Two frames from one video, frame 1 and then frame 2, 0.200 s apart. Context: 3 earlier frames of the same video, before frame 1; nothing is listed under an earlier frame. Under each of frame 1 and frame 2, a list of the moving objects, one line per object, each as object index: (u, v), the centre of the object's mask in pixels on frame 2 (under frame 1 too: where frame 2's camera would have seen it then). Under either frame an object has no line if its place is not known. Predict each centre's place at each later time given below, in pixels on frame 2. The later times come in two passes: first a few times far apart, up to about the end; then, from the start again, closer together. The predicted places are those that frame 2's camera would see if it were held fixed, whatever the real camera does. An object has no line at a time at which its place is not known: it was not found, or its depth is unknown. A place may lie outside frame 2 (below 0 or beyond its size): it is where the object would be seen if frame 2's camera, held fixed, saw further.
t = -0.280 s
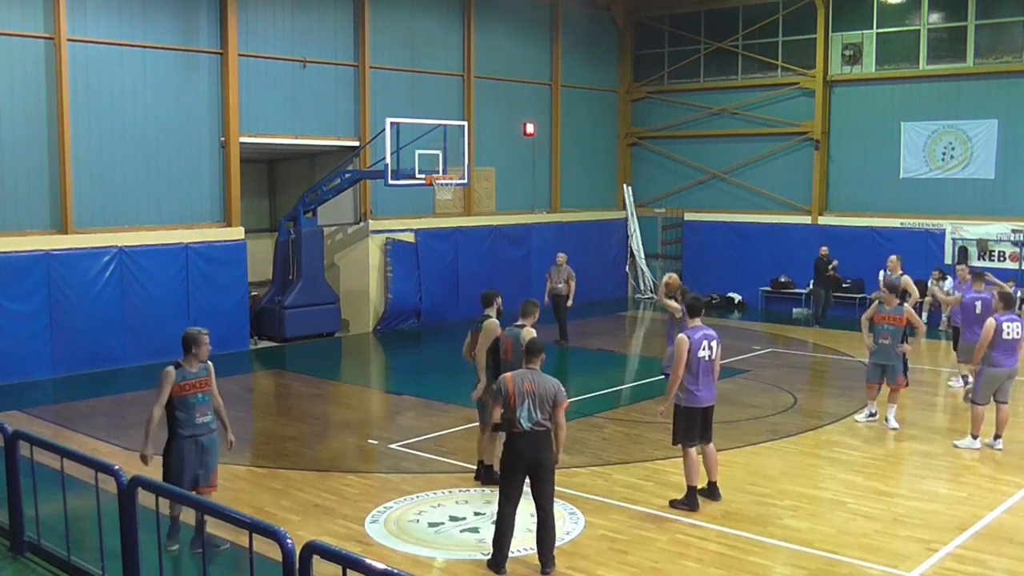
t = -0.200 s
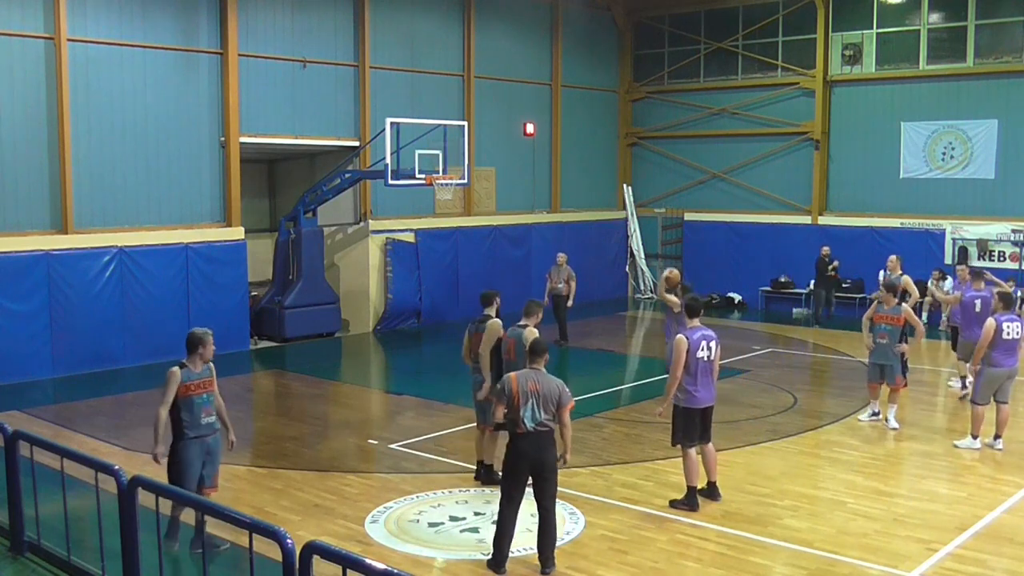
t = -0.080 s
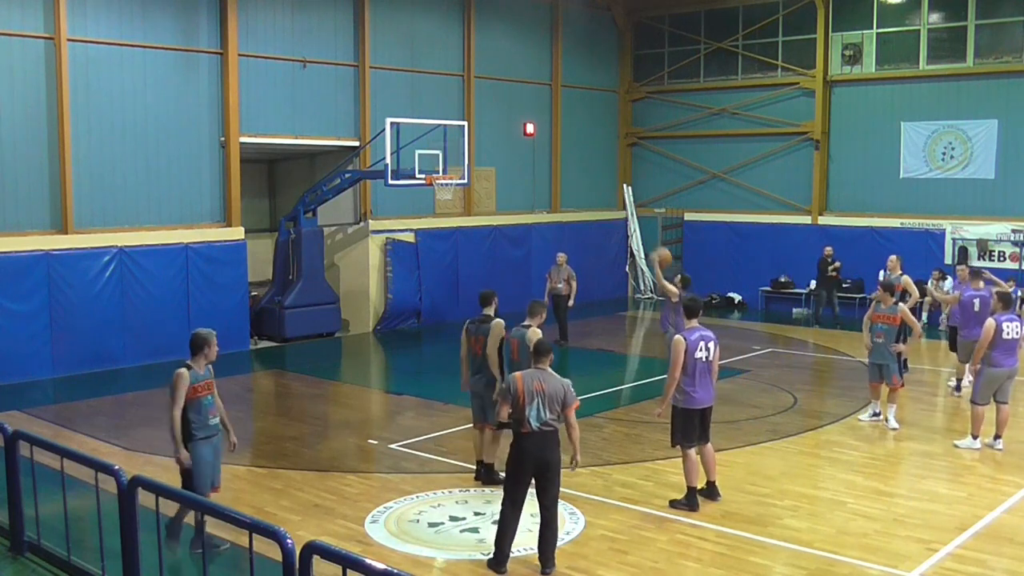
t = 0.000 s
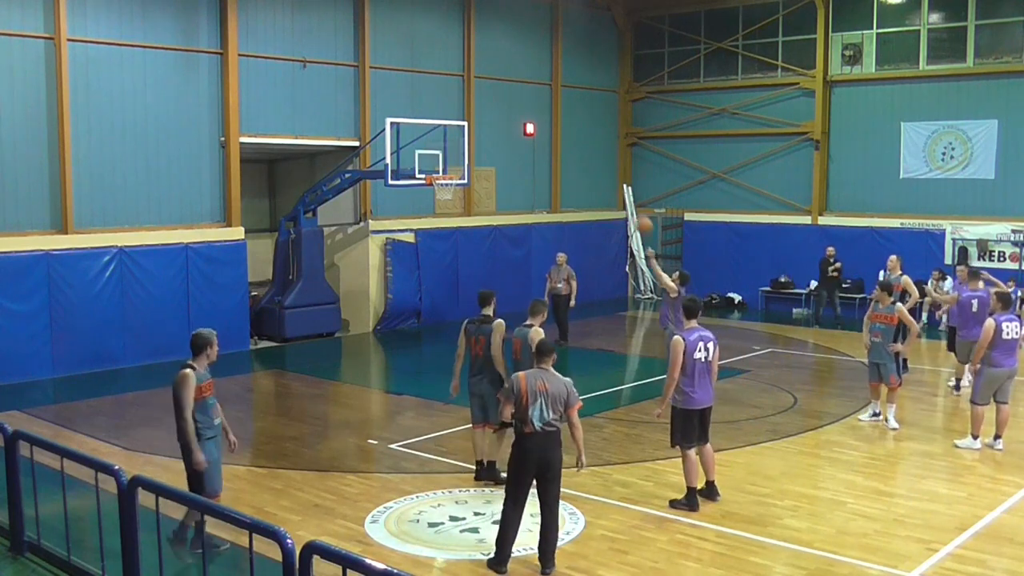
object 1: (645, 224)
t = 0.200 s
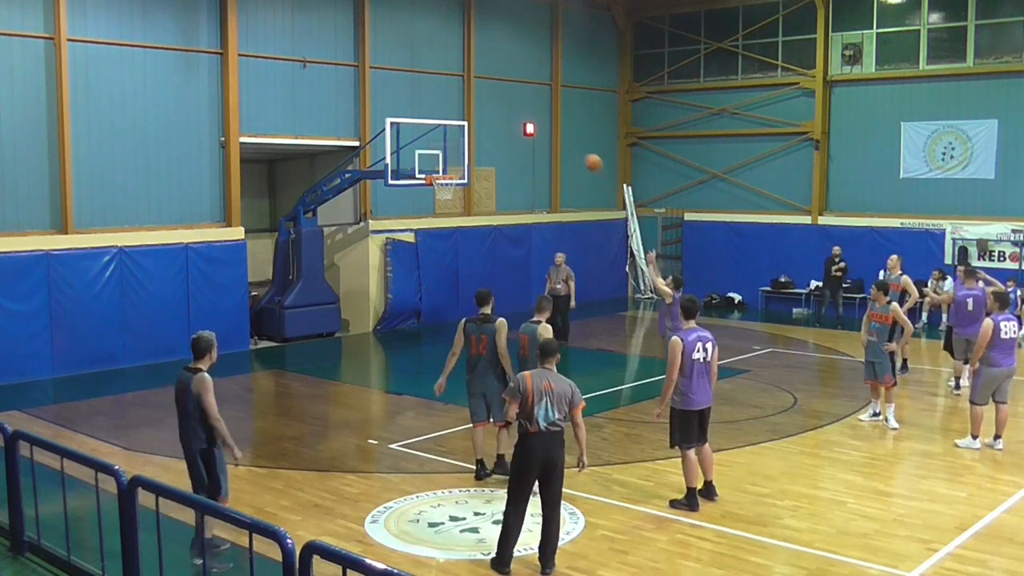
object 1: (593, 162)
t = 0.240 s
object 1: (584, 154)
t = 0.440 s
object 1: (539, 127)
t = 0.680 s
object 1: (489, 131)
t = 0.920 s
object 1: (445, 167)
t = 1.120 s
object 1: (453, 184)
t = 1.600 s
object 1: (441, 209)
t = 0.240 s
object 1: (584, 154)
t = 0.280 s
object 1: (574, 146)
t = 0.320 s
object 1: (566, 140)
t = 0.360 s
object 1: (556, 134)
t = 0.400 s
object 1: (547, 130)
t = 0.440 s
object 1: (539, 127)
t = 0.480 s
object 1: (529, 126)
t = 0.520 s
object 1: (520, 124)
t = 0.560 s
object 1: (513, 124)
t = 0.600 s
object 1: (504, 125)
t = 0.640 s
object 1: (497, 127)
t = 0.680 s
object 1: (489, 131)
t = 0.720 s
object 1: (482, 134)
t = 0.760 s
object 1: (474, 139)
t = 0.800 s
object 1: (466, 145)
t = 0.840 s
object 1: (459, 152)
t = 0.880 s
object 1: (453, 159)
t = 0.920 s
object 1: (445, 167)
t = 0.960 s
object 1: (440, 175)
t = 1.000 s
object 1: (446, 181)
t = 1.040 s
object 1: (452, 184)
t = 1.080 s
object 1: (453, 183)
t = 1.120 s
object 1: (453, 184)
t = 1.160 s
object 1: (452, 187)
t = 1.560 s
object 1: (442, 208)
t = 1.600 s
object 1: (441, 209)
